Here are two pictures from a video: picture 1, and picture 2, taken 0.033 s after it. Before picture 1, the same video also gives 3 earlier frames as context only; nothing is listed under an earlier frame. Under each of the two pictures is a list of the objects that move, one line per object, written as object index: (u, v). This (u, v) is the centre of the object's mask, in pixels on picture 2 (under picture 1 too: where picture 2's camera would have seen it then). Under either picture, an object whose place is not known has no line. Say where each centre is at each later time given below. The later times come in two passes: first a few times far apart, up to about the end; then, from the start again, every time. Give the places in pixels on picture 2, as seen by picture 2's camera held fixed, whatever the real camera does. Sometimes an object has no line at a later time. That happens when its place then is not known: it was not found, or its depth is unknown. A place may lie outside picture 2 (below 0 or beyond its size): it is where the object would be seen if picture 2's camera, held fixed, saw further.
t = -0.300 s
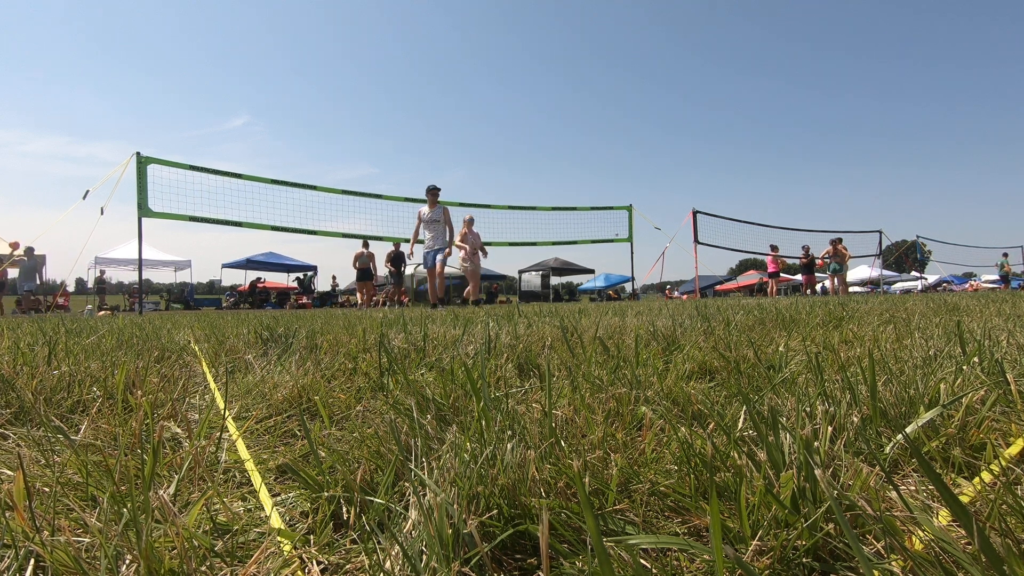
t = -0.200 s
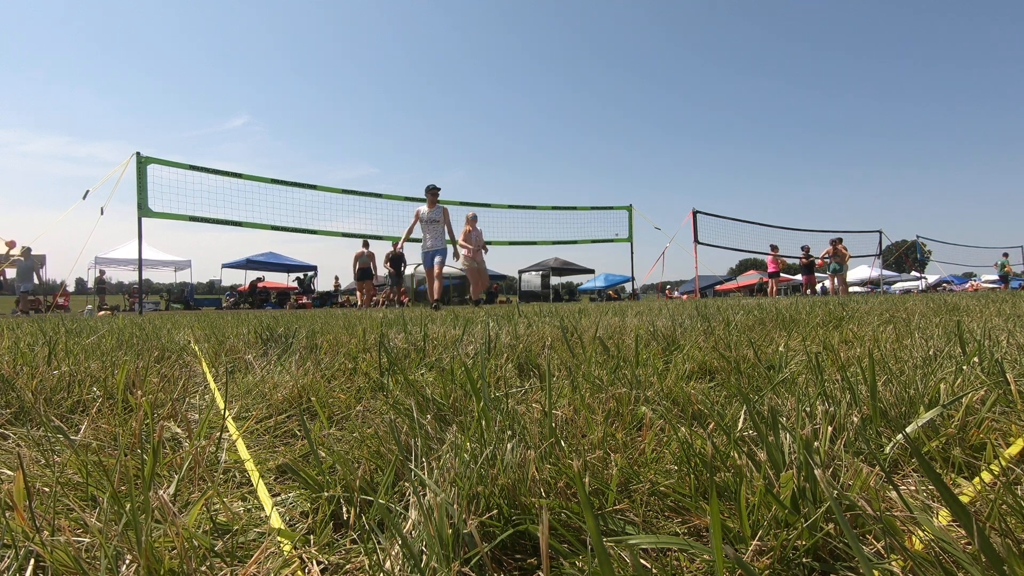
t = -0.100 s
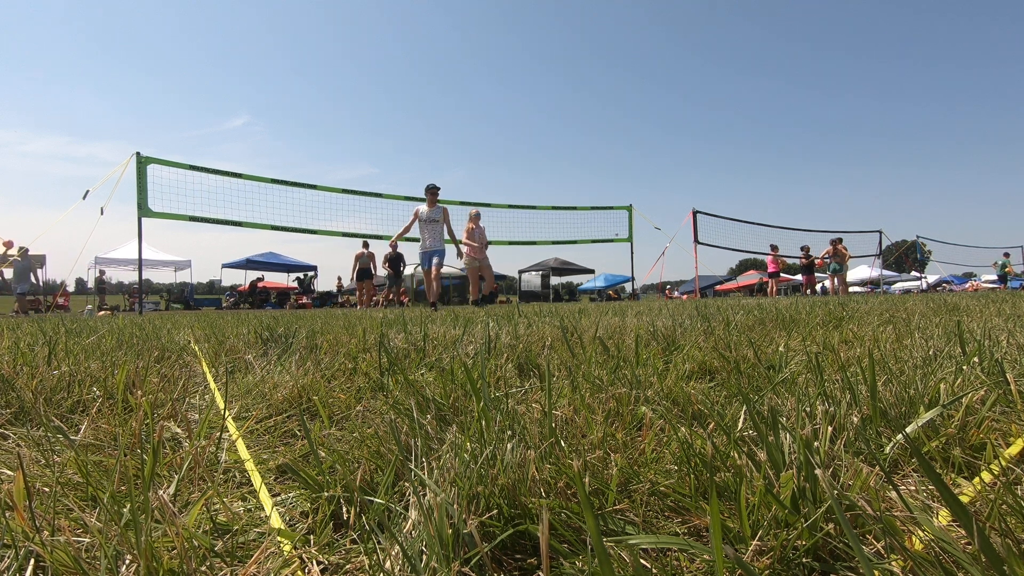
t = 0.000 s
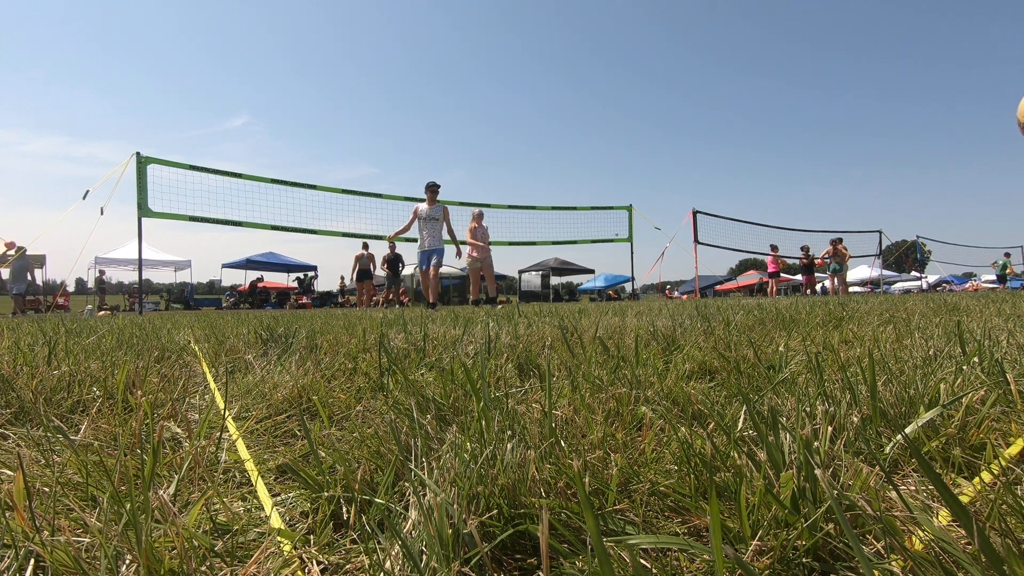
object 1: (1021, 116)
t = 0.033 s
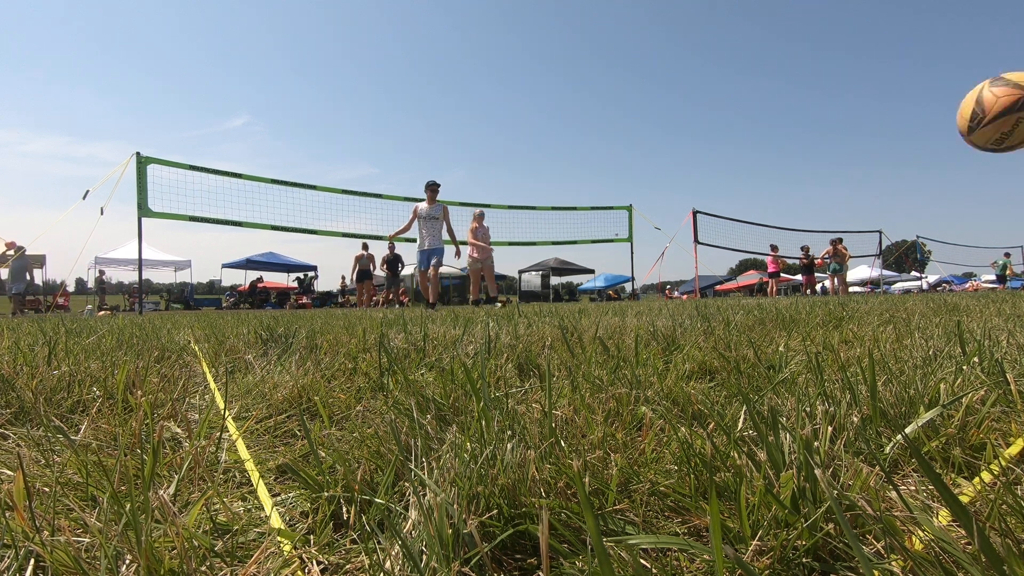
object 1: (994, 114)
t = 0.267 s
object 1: (732, 204)
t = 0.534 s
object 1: (590, 297)
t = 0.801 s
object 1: (503, 302)
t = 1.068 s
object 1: (450, 305)
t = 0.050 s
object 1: (977, 116)
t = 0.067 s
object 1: (949, 120)
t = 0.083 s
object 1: (923, 125)
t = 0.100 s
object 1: (899, 130)
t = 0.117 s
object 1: (877, 137)
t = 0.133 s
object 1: (856, 144)
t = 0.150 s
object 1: (837, 150)
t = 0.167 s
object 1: (819, 157)
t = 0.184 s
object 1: (803, 165)
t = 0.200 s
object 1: (787, 172)
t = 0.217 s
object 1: (772, 180)
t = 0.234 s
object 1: (758, 187)
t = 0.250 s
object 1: (744, 196)
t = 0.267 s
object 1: (732, 204)
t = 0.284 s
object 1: (720, 213)
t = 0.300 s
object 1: (708, 222)
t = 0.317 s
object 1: (698, 231)
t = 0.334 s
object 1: (688, 240)
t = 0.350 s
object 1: (678, 249)
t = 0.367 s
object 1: (669, 258)
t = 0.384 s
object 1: (660, 268)
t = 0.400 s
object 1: (651, 277)
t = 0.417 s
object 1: (643, 287)
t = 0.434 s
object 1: (635, 295)
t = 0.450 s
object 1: (628, 300)
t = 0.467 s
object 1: (619, 303)
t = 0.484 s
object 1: (611, 301)
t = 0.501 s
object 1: (605, 300)
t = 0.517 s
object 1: (598, 299)
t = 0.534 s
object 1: (590, 297)
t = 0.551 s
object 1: (583, 297)
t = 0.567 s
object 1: (576, 297)
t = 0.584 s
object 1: (569, 296)
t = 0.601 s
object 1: (564, 296)
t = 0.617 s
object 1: (558, 297)
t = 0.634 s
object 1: (552, 297)
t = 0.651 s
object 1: (547, 298)
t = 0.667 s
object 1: (542, 299)
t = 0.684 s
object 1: (536, 299)
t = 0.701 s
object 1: (530, 300)
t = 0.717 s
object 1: (526, 302)
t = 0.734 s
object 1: (521, 304)
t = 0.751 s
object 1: (516, 306)
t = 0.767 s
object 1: (512, 305)
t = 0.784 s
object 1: (508, 303)
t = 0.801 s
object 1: (503, 302)
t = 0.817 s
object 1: (499, 301)
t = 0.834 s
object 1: (495, 301)
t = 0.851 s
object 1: (492, 300)
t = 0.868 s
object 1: (489, 300)
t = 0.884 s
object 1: (484, 300)
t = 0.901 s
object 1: (480, 300)
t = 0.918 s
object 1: (477, 301)
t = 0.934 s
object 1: (474, 301)
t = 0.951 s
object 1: (471, 302)
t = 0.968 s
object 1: (467, 303)
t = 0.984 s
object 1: (463, 304)
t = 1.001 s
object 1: (461, 305)
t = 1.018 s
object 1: (459, 305)
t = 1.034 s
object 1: (455, 305)
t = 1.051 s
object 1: (453, 304)
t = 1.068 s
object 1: (450, 305)
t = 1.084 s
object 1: (447, 304)
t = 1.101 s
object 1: (444, 304)
